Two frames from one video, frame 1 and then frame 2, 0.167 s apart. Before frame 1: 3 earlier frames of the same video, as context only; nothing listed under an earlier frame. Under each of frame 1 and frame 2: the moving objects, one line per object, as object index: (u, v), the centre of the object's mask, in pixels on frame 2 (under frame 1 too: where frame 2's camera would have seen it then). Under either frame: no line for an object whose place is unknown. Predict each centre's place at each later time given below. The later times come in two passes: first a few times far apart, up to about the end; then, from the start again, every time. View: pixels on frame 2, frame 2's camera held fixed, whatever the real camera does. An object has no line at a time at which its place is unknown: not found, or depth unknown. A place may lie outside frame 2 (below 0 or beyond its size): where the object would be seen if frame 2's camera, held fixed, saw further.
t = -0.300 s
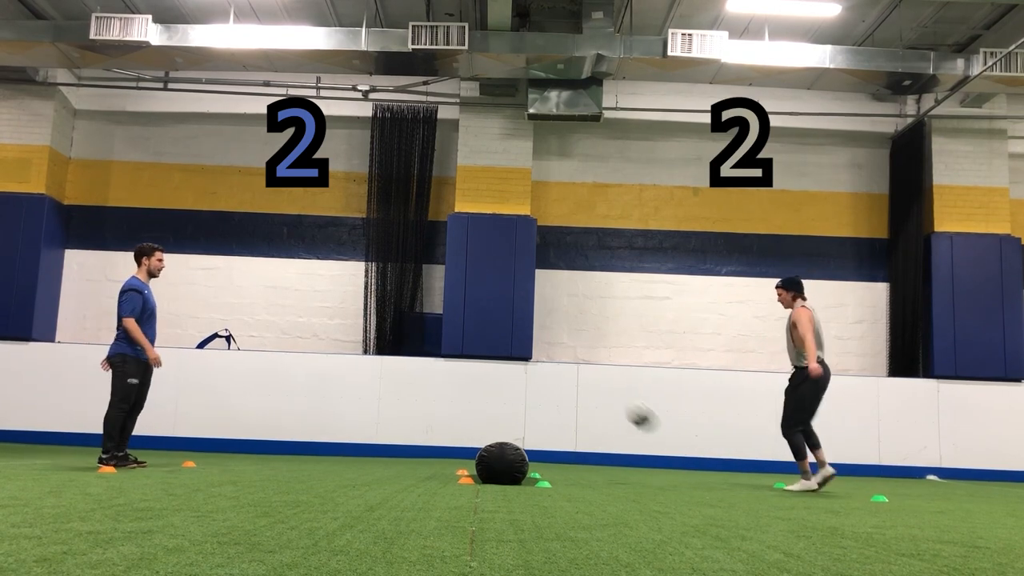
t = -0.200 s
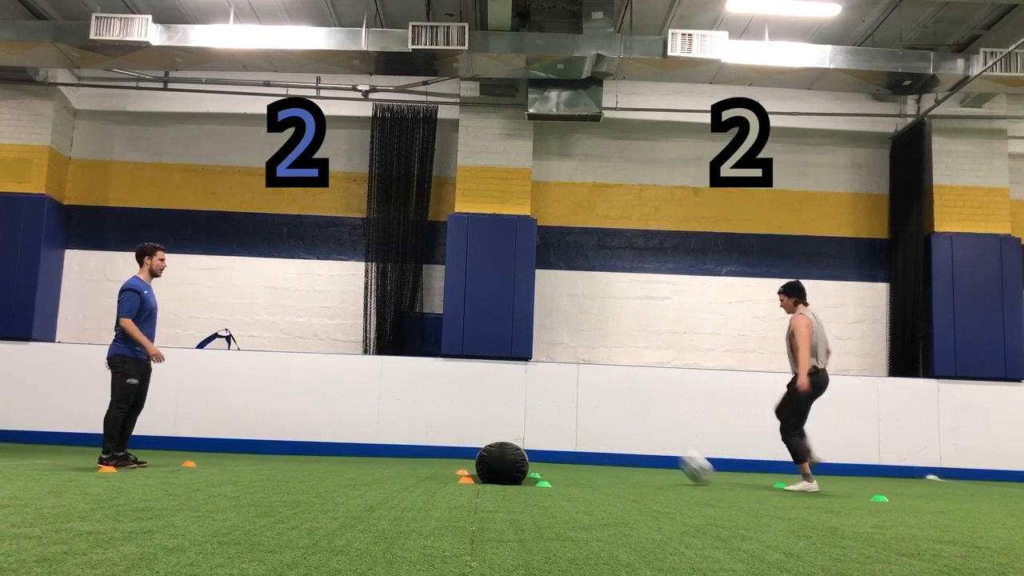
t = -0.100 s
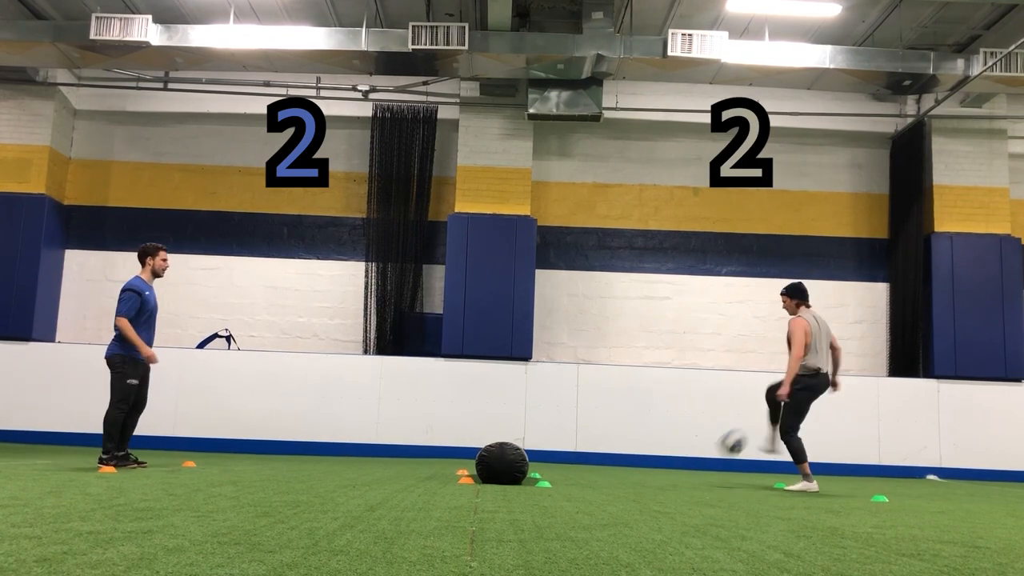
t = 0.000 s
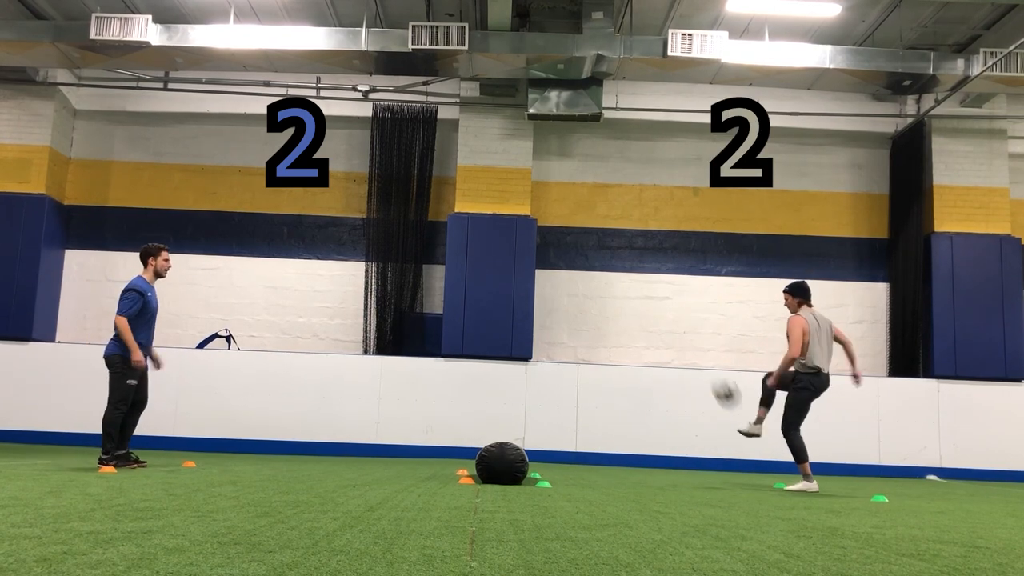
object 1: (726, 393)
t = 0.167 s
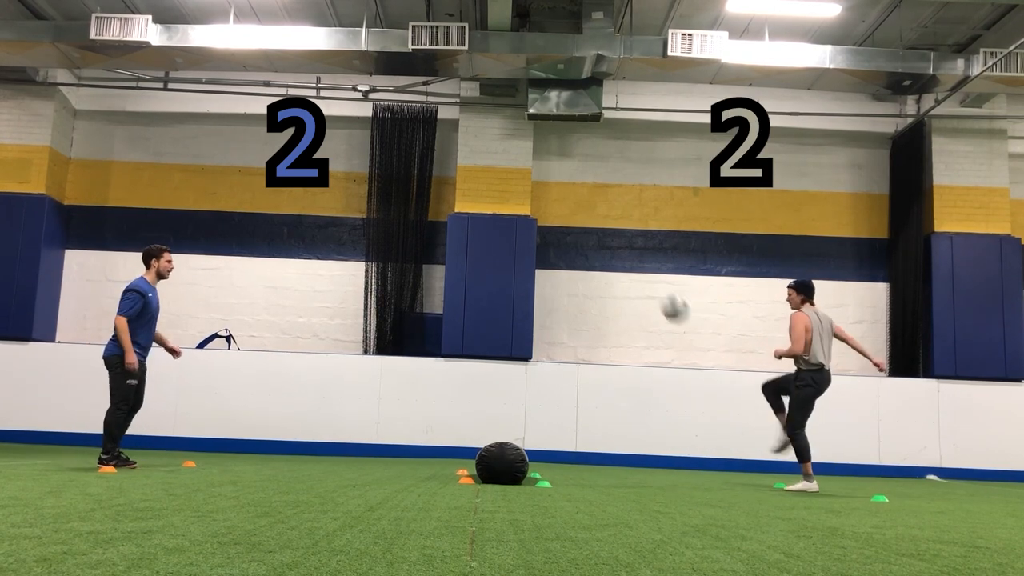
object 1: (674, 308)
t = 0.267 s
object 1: (643, 271)
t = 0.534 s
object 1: (562, 235)
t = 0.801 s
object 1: (474, 277)
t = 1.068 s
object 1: (376, 409)
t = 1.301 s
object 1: (338, 380)
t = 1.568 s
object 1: (325, 317)
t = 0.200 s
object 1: (663, 295)
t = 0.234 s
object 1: (653, 282)
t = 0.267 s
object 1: (643, 271)
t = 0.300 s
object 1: (633, 263)
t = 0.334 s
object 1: (624, 256)
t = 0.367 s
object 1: (613, 250)
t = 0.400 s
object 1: (603, 244)
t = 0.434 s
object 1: (593, 241)
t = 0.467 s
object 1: (583, 238)
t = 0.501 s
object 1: (572, 236)
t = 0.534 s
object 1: (562, 235)
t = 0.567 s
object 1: (551, 236)
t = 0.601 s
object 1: (540, 238)
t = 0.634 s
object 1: (530, 241)
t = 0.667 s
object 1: (520, 245)
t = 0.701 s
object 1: (508, 251)
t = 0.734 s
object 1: (497, 259)
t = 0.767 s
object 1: (486, 267)
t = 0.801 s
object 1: (474, 277)
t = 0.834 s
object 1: (462, 288)
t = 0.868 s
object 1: (451, 300)
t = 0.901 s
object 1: (438, 316)
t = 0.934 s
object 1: (427, 331)
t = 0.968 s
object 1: (416, 345)
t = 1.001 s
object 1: (402, 365)
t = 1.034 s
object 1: (388, 390)
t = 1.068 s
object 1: (376, 409)
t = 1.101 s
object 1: (361, 438)
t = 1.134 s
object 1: (347, 458)
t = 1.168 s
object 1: (345, 447)
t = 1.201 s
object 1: (344, 426)
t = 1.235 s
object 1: (342, 408)
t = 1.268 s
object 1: (340, 393)
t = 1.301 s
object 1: (338, 380)
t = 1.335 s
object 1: (337, 366)
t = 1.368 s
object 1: (336, 354)
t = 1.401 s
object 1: (334, 345)
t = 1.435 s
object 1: (332, 337)
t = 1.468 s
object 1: (331, 330)
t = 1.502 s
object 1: (329, 324)
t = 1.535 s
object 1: (327, 320)
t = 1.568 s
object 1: (325, 317)
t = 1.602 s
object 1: (323, 316)
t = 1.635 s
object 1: (321, 316)
